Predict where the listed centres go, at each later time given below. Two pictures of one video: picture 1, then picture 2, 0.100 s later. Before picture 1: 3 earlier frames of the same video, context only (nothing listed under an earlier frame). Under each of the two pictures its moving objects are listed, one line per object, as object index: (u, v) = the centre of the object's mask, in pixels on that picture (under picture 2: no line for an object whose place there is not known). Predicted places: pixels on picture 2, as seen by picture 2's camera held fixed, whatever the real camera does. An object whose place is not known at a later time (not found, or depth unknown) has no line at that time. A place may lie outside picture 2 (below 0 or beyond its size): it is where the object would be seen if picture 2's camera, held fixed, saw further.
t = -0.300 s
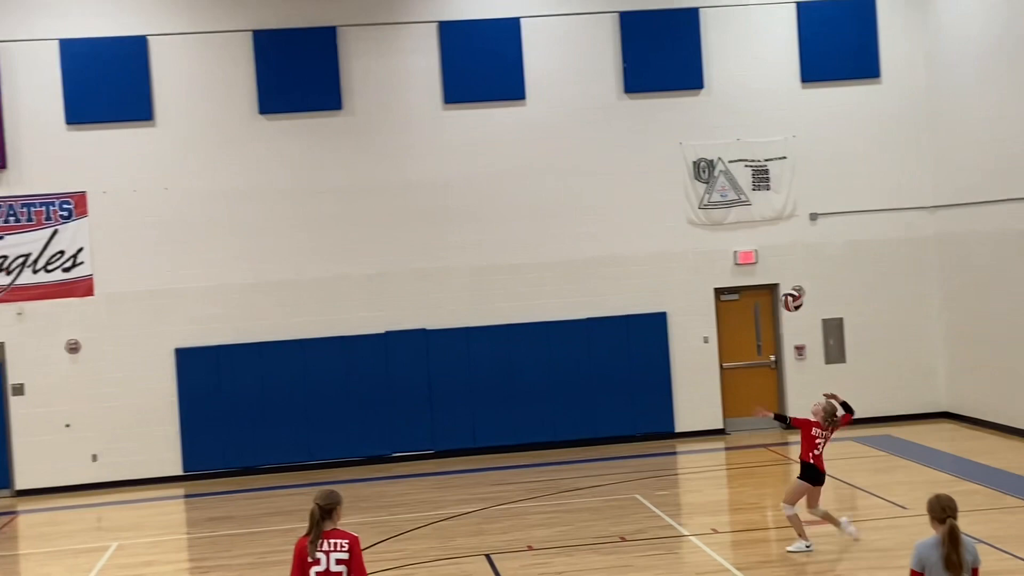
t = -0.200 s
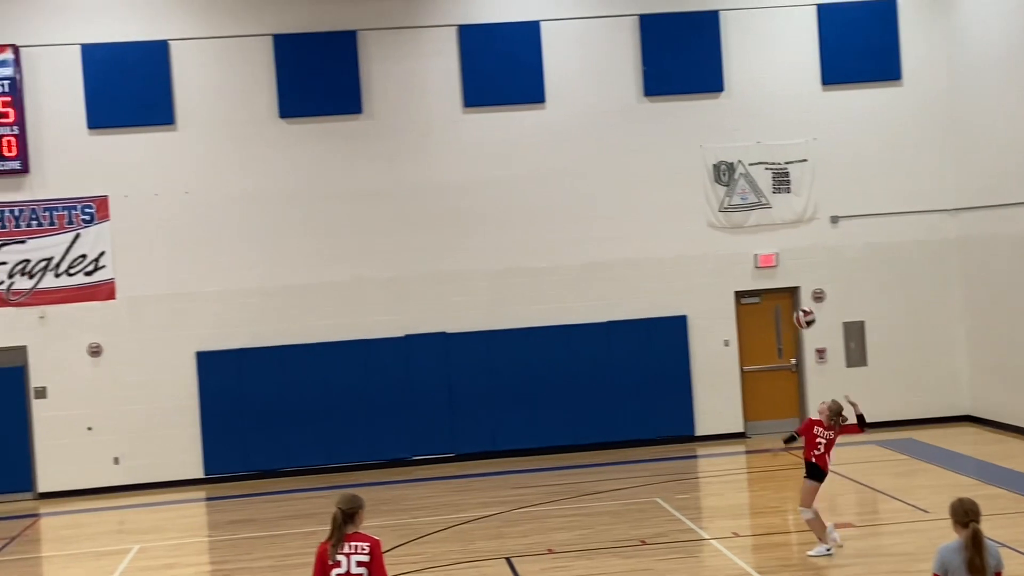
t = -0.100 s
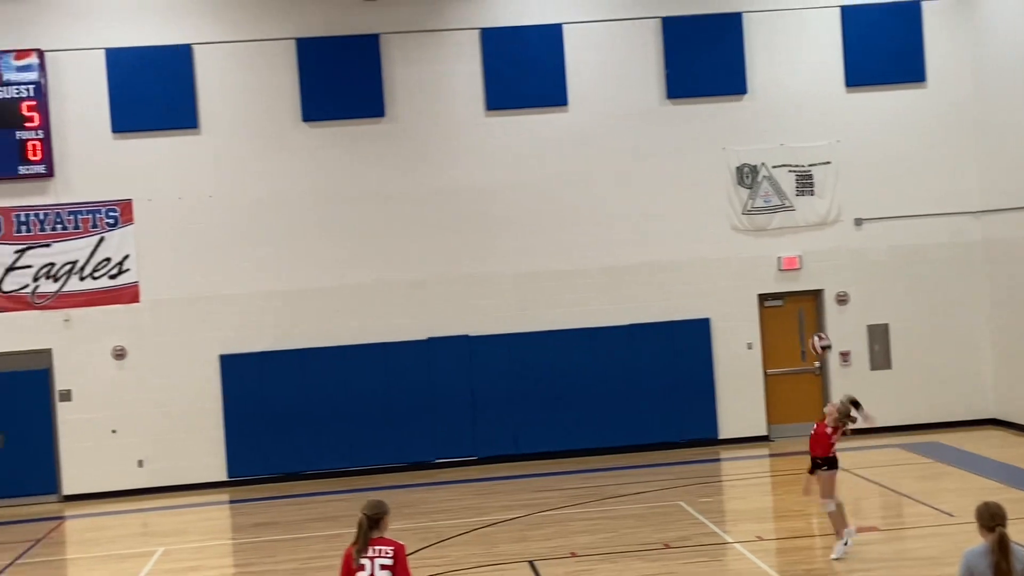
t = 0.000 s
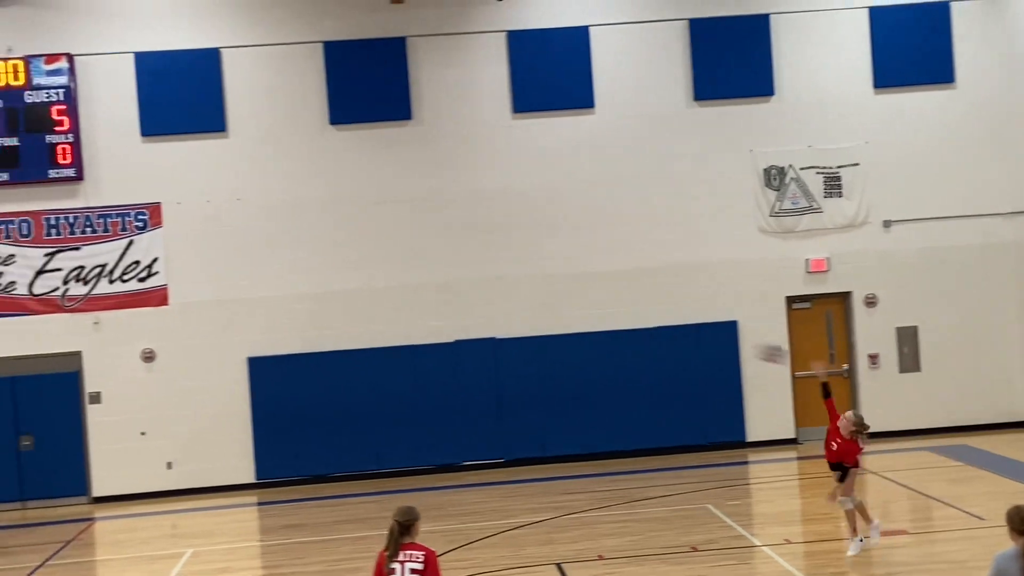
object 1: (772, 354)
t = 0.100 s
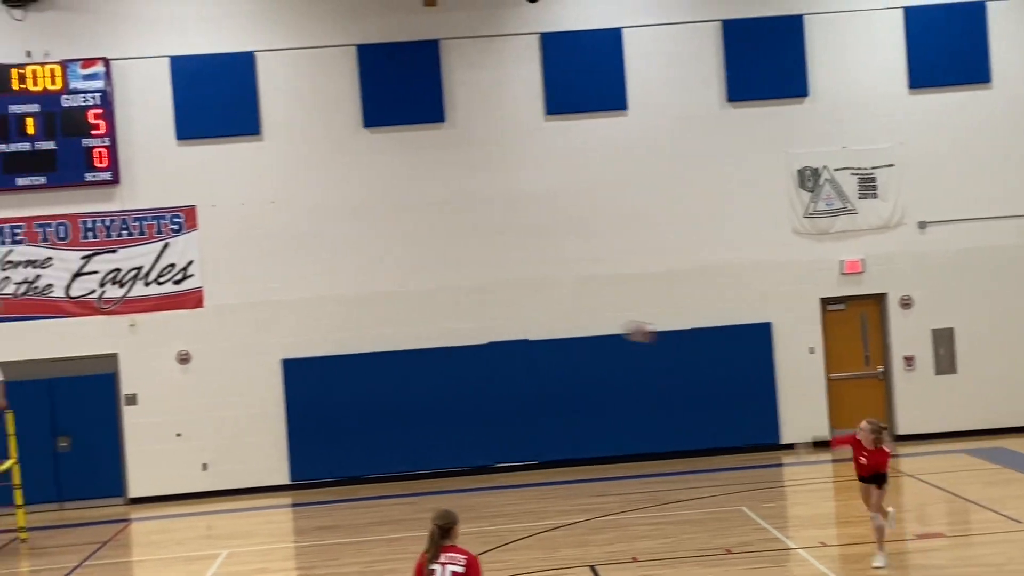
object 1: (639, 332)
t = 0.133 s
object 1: (584, 326)
